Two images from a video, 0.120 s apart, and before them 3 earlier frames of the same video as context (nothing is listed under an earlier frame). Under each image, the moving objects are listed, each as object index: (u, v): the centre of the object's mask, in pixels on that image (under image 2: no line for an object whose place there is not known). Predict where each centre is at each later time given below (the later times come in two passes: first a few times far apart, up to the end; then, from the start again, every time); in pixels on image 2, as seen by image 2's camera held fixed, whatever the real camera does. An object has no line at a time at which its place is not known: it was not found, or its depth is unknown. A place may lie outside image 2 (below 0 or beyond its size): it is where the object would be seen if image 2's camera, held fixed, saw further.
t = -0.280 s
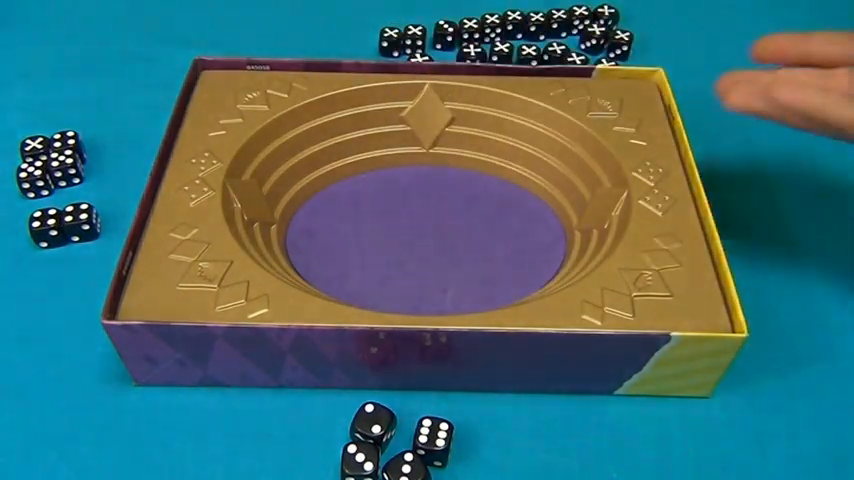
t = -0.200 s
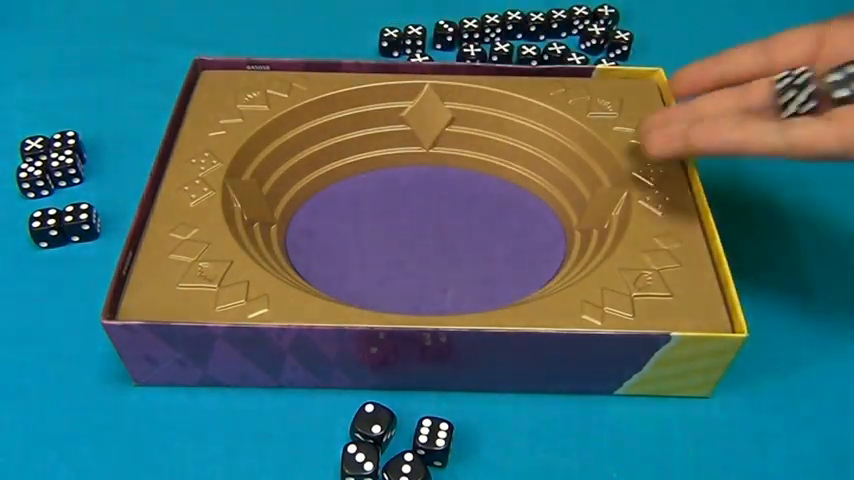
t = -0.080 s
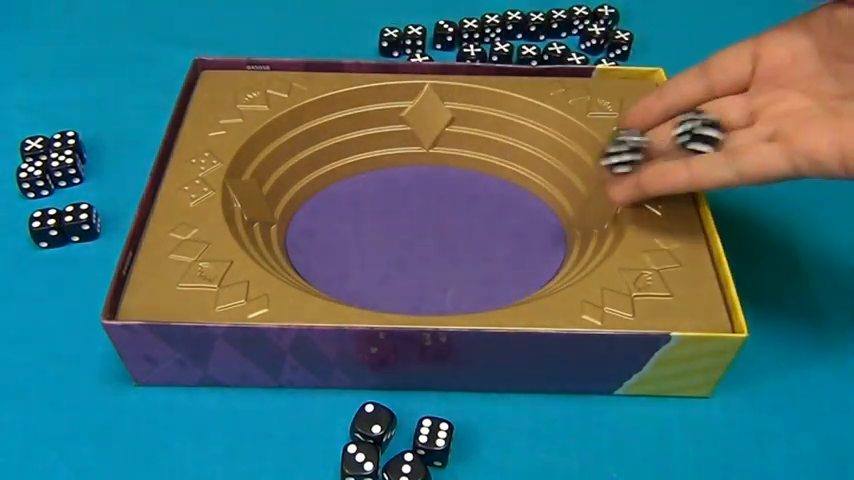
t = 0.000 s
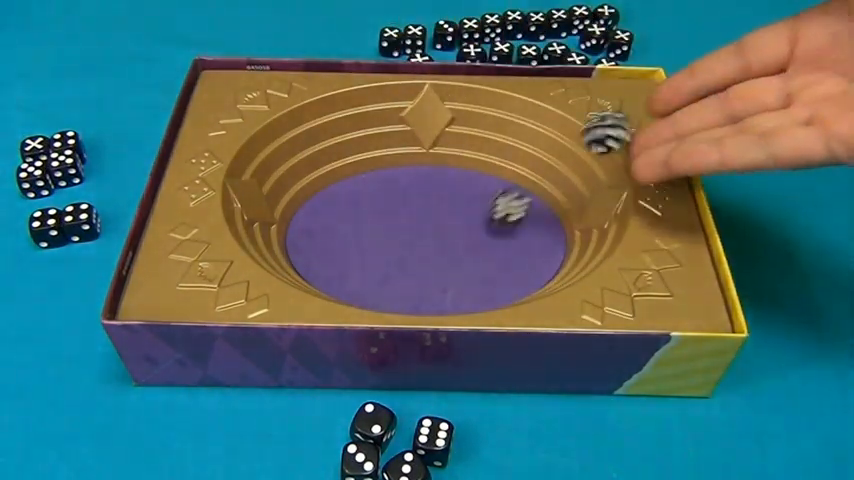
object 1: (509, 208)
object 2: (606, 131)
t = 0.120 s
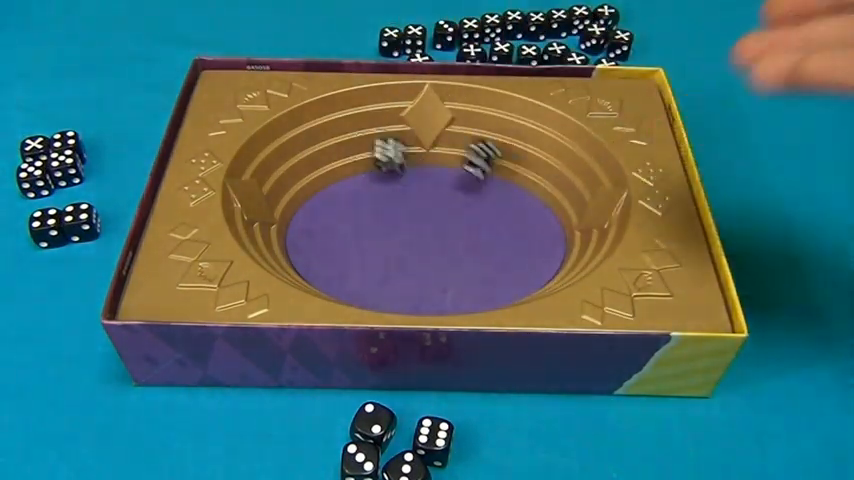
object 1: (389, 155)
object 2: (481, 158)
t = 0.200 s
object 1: (339, 140)
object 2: (413, 147)
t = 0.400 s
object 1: (306, 253)
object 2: (300, 210)
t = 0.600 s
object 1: (319, 265)
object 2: (305, 232)
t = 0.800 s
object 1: (320, 265)
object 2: (302, 234)
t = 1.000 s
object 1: (319, 265)
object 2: (301, 234)
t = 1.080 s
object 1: (319, 265)
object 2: (301, 234)
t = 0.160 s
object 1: (362, 136)
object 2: (446, 137)
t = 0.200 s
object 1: (339, 140)
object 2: (413, 147)
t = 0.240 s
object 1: (325, 162)
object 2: (380, 165)
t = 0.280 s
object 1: (323, 197)
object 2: (347, 173)
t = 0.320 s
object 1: (313, 227)
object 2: (324, 187)
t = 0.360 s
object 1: (300, 247)
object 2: (309, 197)
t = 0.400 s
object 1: (306, 253)
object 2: (300, 210)
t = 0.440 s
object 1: (316, 260)
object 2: (301, 221)
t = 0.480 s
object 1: (318, 265)
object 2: (298, 235)
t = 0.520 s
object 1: (317, 264)
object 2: (293, 239)
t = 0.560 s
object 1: (318, 264)
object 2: (295, 236)
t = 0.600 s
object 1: (319, 265)
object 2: (305, 232)
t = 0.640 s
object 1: (319, 265)
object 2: (307, 232)
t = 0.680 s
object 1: (319, 264)
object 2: (303, 232)
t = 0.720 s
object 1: (319, 265)
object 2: (301, 233)
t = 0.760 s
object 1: (319, 265)
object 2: (301, 234)
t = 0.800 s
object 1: (320, 265)
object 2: (302, 234)
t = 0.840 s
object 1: (319, 265)
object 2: (301, 234)
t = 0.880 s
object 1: (319, 265)
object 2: (301, 234)
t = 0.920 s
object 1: (319, 265)
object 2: (301, 234)
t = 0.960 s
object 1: (319, 265)
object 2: (301, 234)
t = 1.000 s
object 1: (319, 265)
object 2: (301, 234)
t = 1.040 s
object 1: (319, 265)
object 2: (301, 234)
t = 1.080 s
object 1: (319, 265)
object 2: (301, 234)
